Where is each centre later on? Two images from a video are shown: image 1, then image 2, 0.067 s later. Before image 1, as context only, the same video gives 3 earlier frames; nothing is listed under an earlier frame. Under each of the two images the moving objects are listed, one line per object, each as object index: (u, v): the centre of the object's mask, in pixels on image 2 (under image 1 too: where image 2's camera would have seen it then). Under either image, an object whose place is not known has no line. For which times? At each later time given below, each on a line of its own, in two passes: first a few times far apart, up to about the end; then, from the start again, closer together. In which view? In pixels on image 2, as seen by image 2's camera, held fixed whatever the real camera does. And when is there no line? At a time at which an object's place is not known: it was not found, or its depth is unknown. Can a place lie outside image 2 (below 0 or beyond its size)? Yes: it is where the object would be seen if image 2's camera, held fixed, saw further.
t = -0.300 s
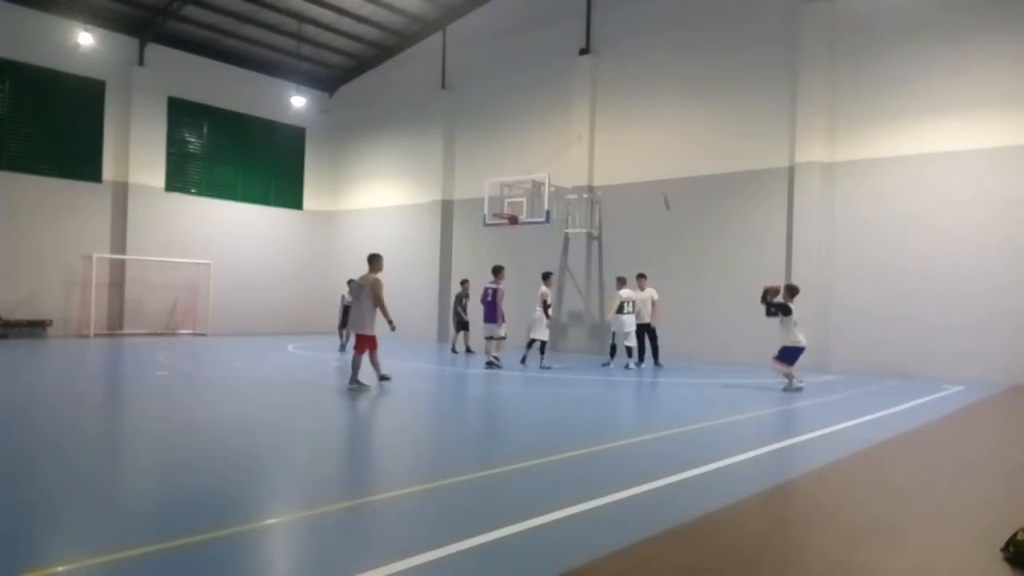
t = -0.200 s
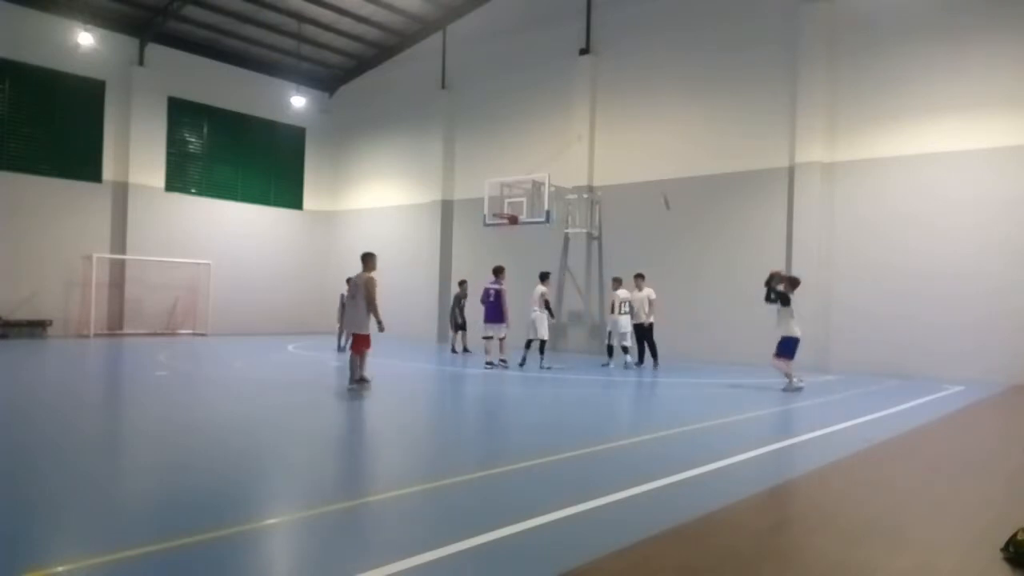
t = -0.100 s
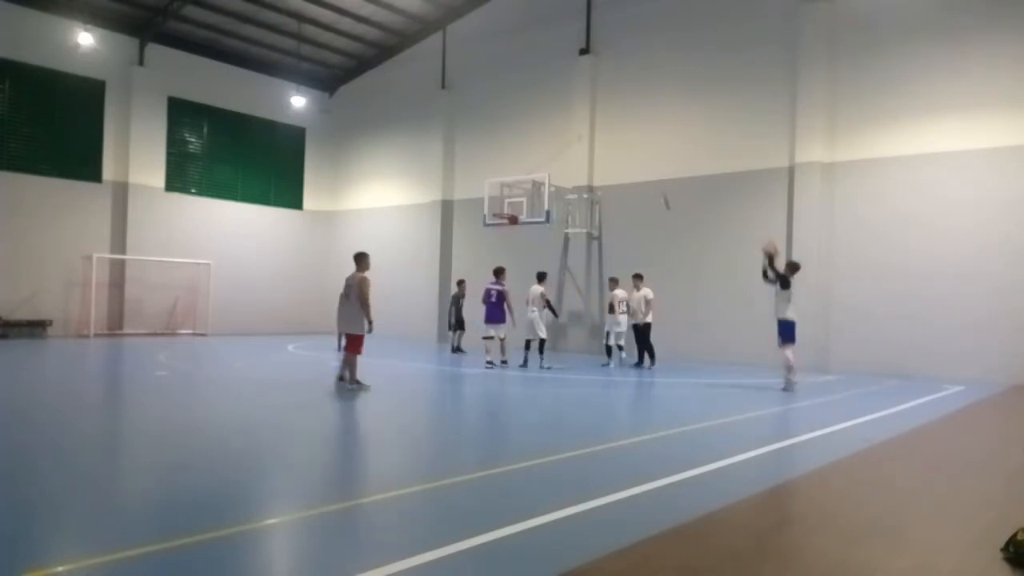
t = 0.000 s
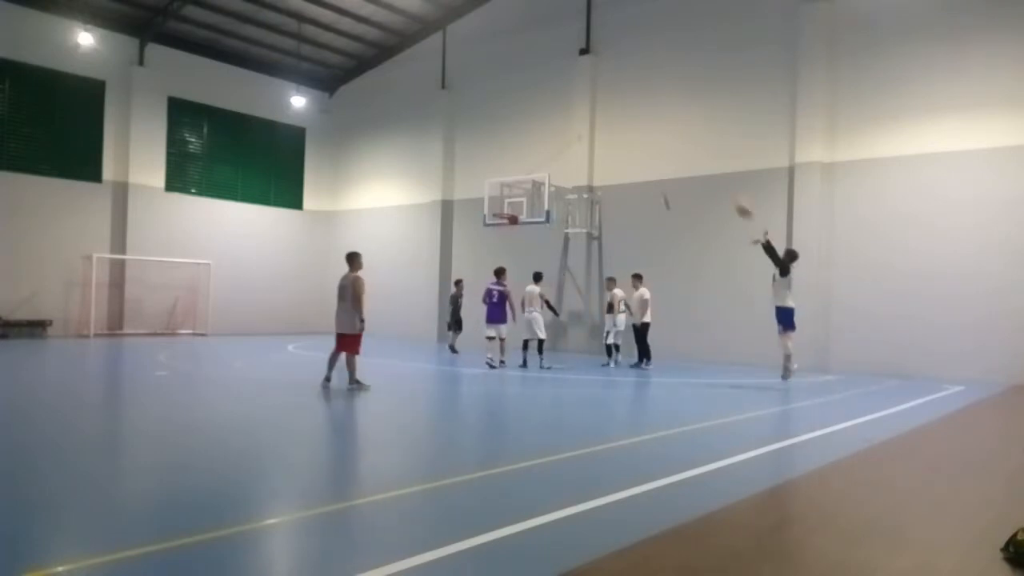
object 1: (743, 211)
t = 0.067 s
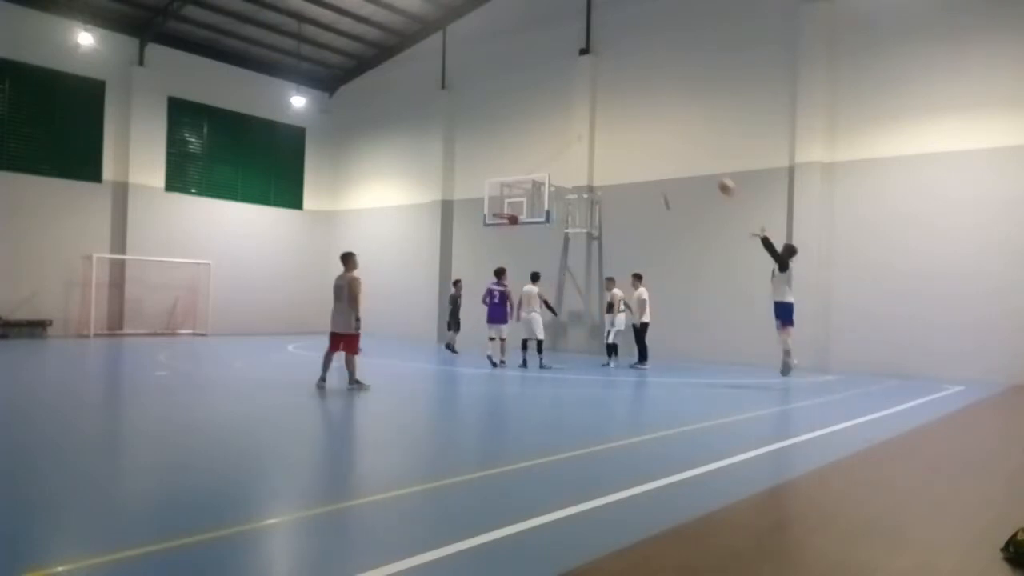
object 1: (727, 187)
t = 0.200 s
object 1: (691, 151)
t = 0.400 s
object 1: (647, 122)
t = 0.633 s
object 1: (600, 118)
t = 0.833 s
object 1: (564, 135)
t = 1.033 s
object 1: (531, 170)
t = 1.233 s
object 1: (504, 208)
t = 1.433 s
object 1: (497, 179)
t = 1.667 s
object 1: (489, 171)
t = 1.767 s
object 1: (485, 175)
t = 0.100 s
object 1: (718, 178)
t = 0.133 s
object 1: (708, 169)
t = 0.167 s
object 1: (698, 158)
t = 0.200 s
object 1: (691, 151)
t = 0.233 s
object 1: (683, 144)
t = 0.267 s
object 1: (676, 138)
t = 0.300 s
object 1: (668, 133)
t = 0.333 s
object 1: (661, 128)
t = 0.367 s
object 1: (654, 124)
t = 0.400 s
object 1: (647, 122)
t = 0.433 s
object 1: (640, 119)
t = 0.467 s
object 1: (633, 117)
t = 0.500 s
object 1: (626, 116)
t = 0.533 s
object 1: (619, 116)
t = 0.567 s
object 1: (613, 116)
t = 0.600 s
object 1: (606, 117)
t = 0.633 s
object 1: (600, 118)
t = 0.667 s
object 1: (593, 120)
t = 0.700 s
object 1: (588, 121)
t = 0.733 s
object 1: (582, 124)
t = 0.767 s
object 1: (575, 127)
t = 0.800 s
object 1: (569, 131)
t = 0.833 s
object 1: (564, 135)
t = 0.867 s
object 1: (558, 140)
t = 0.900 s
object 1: (552, 145)
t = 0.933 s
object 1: (547, 151)
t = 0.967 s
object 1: (541, 157)
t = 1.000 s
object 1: (536, 163)
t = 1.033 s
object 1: (531, 170)
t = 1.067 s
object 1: (526, 177)
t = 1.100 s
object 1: (521, 185)
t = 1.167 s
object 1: (510, 202)
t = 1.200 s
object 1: (505, 210)
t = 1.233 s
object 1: (504, 208)
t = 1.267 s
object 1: (503, 200)
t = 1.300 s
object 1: (501, 196)
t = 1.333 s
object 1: (500, 191)
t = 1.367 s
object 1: (500, 187)
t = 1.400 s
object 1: (499, 183)
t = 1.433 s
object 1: (497, 179)
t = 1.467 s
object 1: (496, 176)
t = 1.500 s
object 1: (495, 174)
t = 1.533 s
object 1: (494, 173)
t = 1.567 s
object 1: (493, 171)
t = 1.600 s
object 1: (491, 171)
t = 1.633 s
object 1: (490, 171)
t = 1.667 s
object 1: (489, 171)
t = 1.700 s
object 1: (488, 171)
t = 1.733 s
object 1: (487, 172)
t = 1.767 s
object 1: (485, 175)
